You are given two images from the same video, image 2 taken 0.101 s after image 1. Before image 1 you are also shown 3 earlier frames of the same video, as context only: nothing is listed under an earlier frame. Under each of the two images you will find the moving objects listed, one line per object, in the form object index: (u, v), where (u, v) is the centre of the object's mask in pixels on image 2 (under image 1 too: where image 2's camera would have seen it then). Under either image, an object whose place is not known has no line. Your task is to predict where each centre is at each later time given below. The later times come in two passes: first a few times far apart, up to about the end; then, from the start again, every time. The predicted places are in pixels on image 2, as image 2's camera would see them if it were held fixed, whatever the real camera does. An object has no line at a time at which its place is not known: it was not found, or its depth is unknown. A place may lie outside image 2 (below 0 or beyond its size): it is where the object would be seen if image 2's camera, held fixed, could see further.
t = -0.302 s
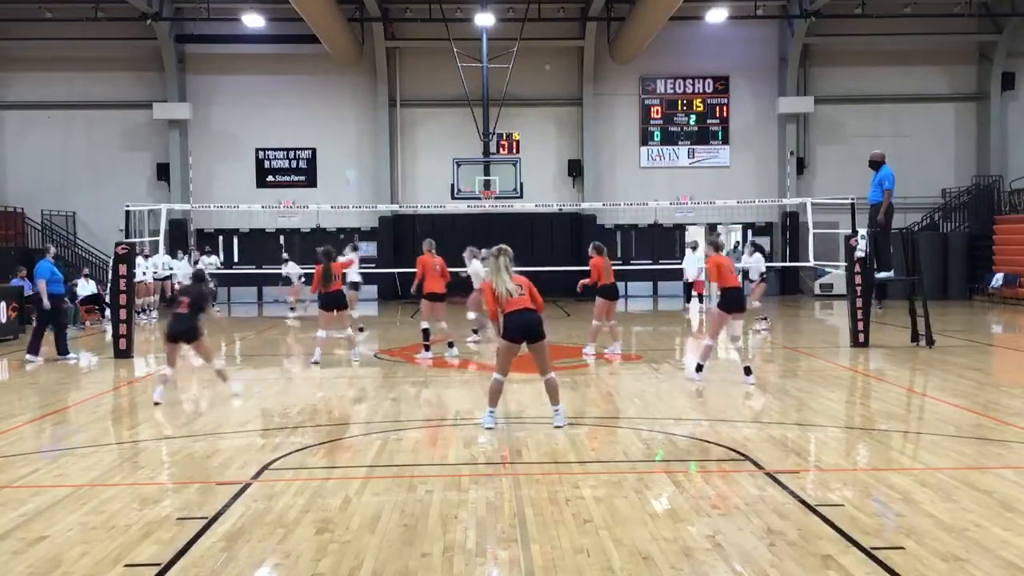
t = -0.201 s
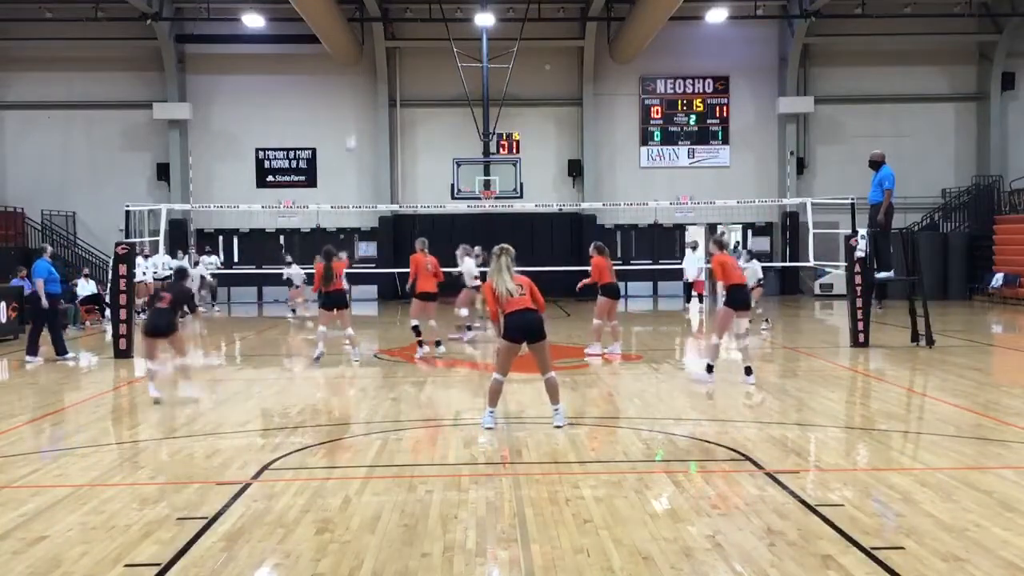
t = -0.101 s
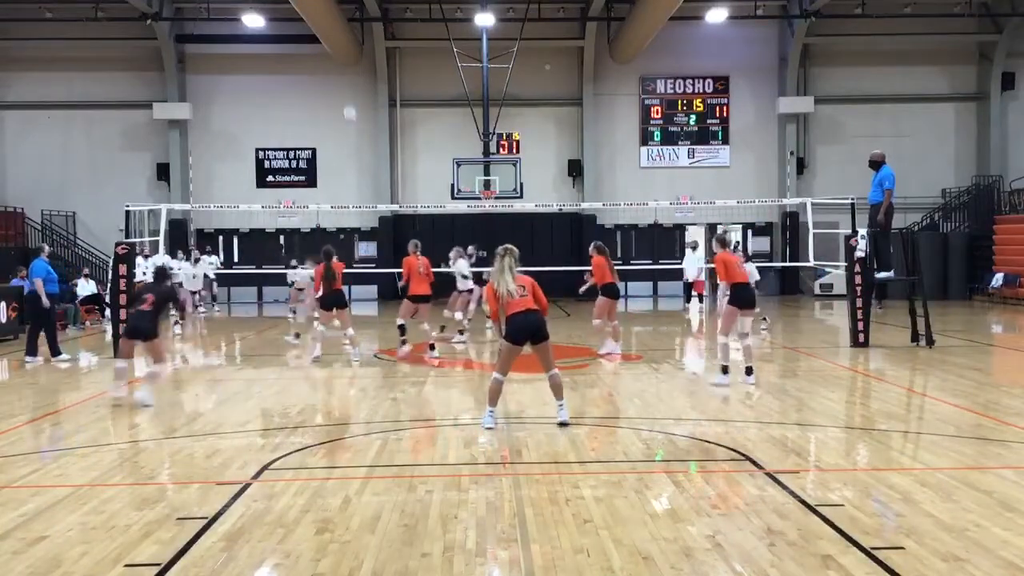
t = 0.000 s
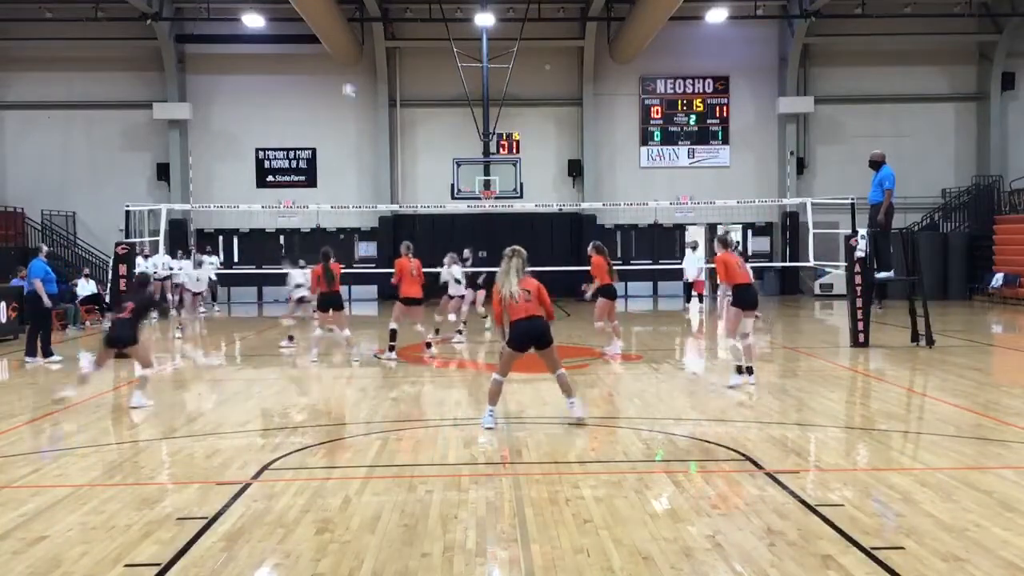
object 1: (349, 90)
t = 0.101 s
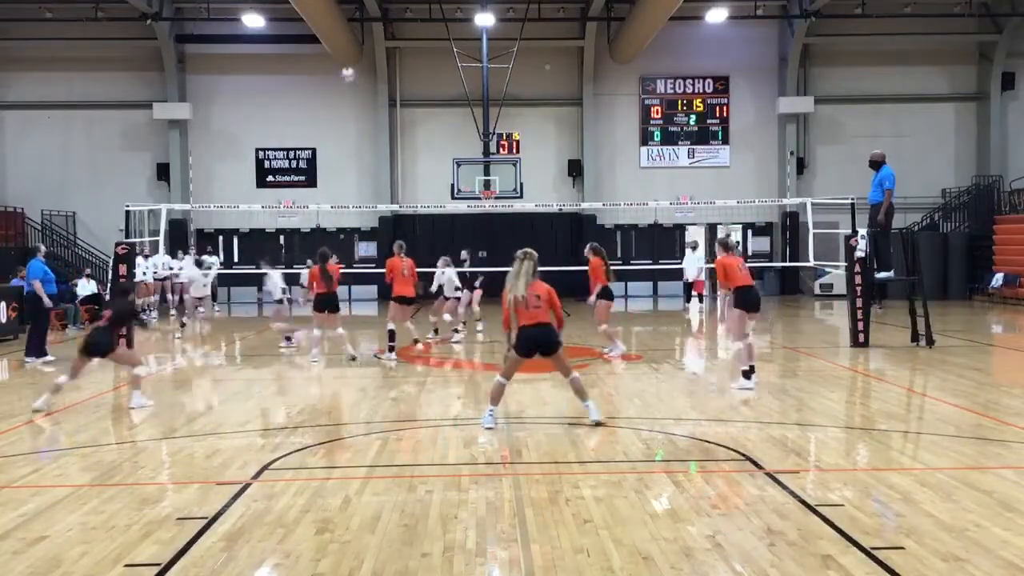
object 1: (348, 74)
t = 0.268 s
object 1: (347, 59)
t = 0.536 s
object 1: (347, 68)
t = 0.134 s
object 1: (348, 70)
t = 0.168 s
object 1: (348, 66)
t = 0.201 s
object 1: (347, 63)
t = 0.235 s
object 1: (347, 61)
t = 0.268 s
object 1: (347, 59)
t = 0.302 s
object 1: (347, 58)
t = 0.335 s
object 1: (347, 57)
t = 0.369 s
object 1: (347, 57)
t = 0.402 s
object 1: (347, 58)
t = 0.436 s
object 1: (347, 60)
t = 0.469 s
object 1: (347, 62)
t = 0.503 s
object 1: (347, 64)
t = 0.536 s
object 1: (347, 68)
